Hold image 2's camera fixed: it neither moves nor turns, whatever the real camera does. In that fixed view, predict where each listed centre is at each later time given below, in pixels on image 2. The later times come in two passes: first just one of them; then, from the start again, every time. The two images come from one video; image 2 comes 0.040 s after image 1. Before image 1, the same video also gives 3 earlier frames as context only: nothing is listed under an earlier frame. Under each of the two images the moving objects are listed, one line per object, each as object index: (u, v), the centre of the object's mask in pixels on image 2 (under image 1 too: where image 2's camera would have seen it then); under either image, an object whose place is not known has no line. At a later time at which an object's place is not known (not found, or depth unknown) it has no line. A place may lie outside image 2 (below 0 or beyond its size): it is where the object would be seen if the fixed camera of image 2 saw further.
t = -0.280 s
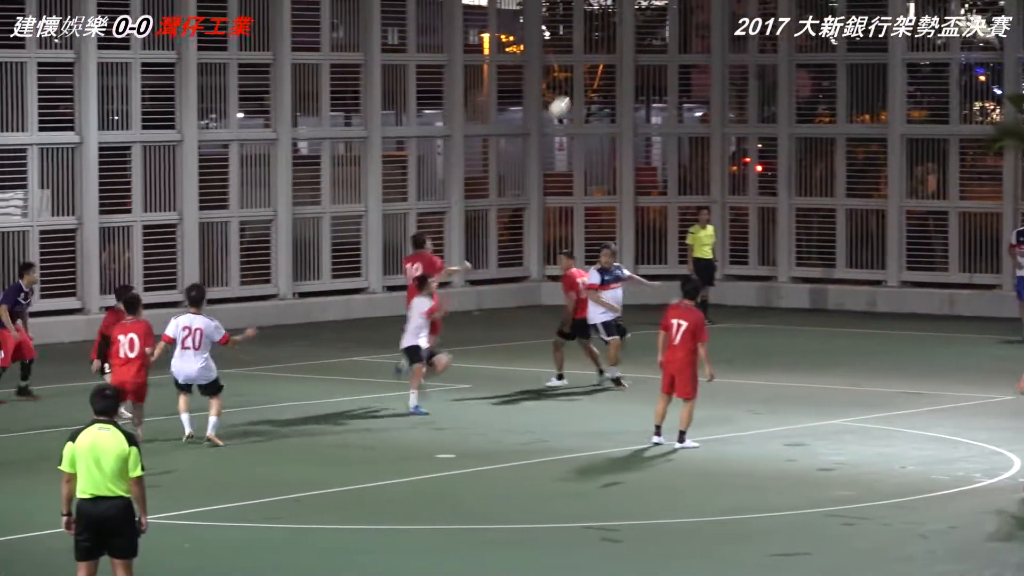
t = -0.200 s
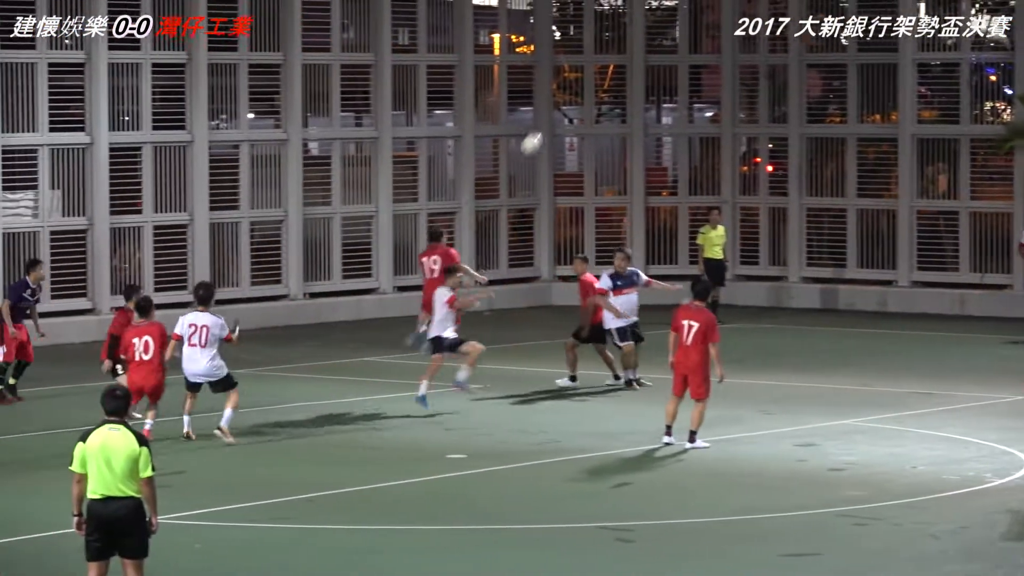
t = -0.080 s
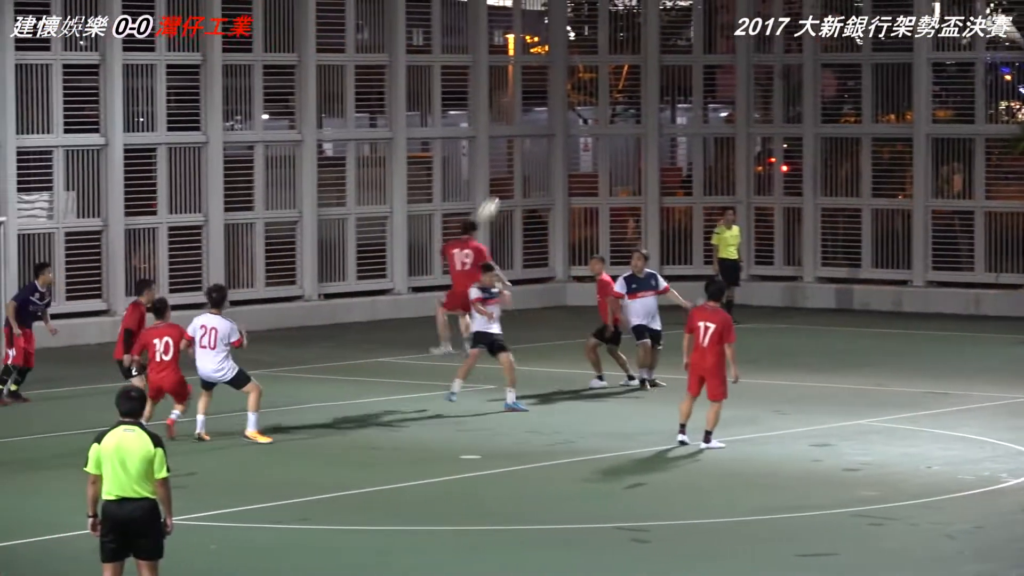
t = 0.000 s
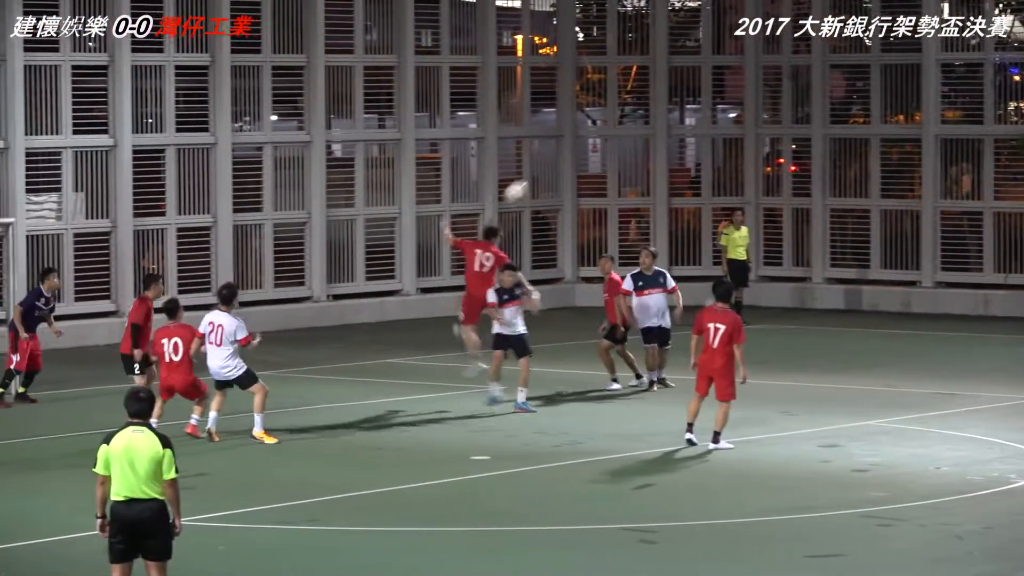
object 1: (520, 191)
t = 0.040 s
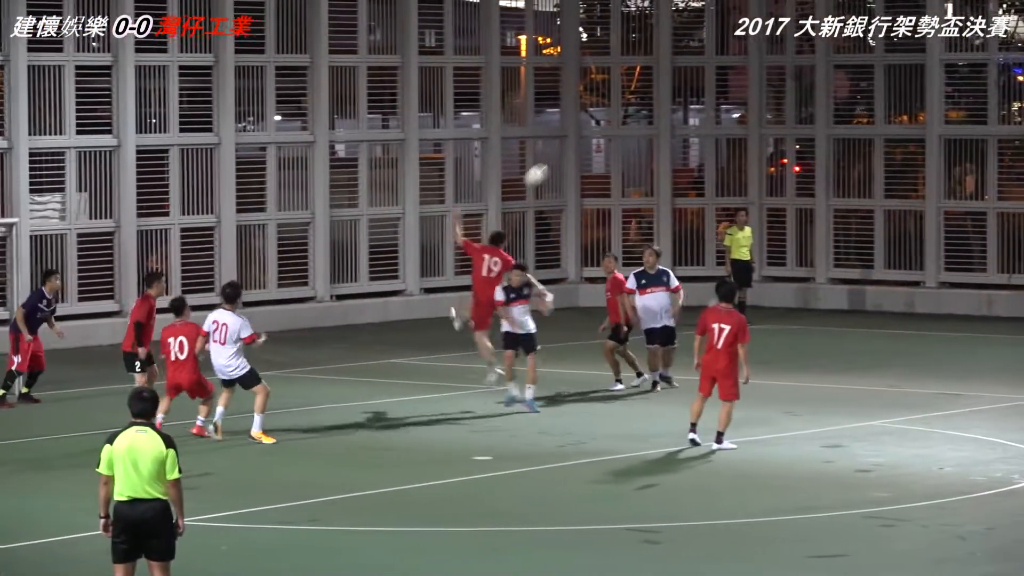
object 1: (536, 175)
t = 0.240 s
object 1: (620, 113)
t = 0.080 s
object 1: (553, 160)
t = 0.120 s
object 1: (569, 146)
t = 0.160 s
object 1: (587, 133)
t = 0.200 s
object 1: (603, 122)
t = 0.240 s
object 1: (620, 113)
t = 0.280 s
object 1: (637, 104)
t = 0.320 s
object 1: (654, 97)
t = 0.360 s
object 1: (671, 91)
